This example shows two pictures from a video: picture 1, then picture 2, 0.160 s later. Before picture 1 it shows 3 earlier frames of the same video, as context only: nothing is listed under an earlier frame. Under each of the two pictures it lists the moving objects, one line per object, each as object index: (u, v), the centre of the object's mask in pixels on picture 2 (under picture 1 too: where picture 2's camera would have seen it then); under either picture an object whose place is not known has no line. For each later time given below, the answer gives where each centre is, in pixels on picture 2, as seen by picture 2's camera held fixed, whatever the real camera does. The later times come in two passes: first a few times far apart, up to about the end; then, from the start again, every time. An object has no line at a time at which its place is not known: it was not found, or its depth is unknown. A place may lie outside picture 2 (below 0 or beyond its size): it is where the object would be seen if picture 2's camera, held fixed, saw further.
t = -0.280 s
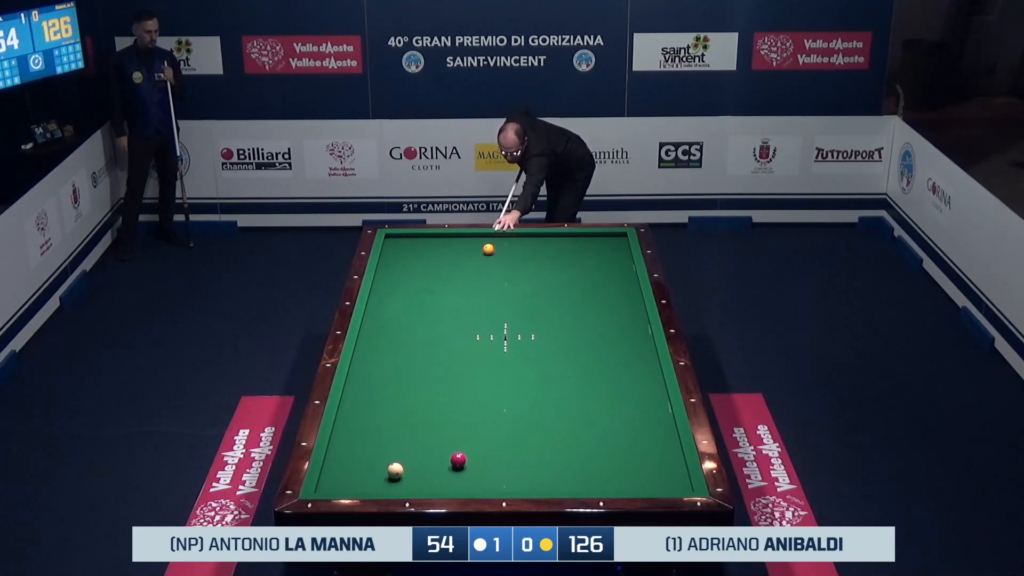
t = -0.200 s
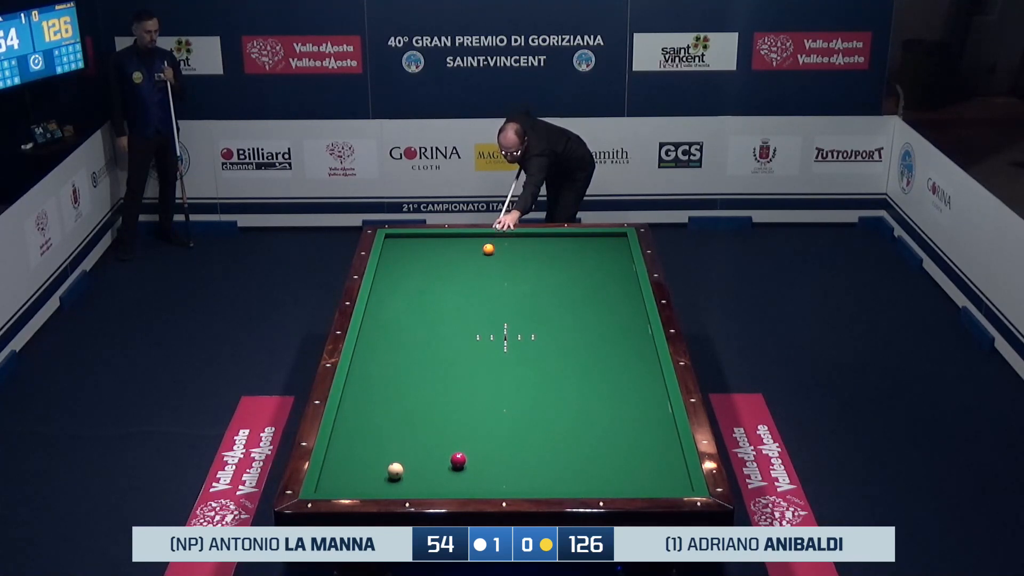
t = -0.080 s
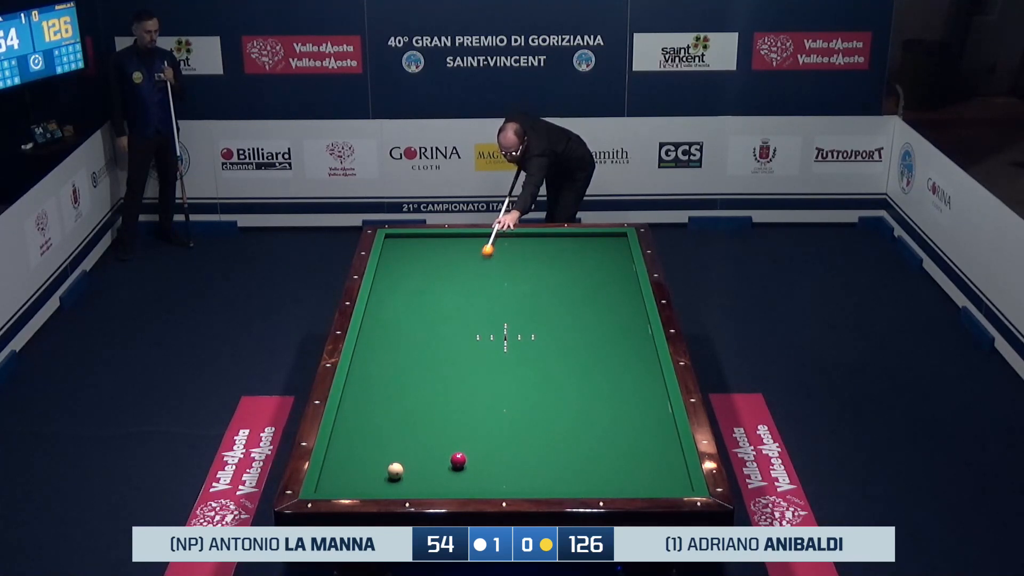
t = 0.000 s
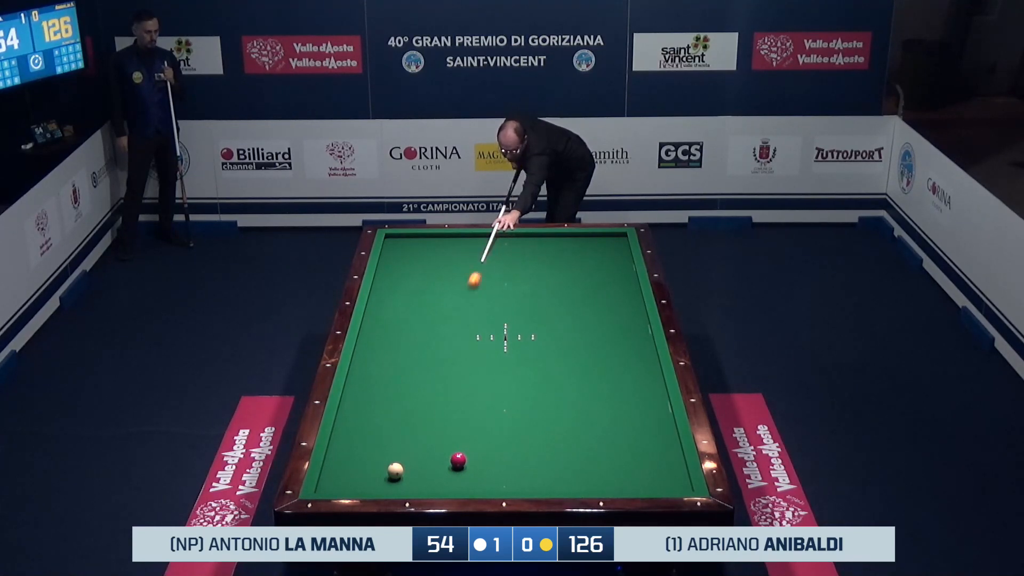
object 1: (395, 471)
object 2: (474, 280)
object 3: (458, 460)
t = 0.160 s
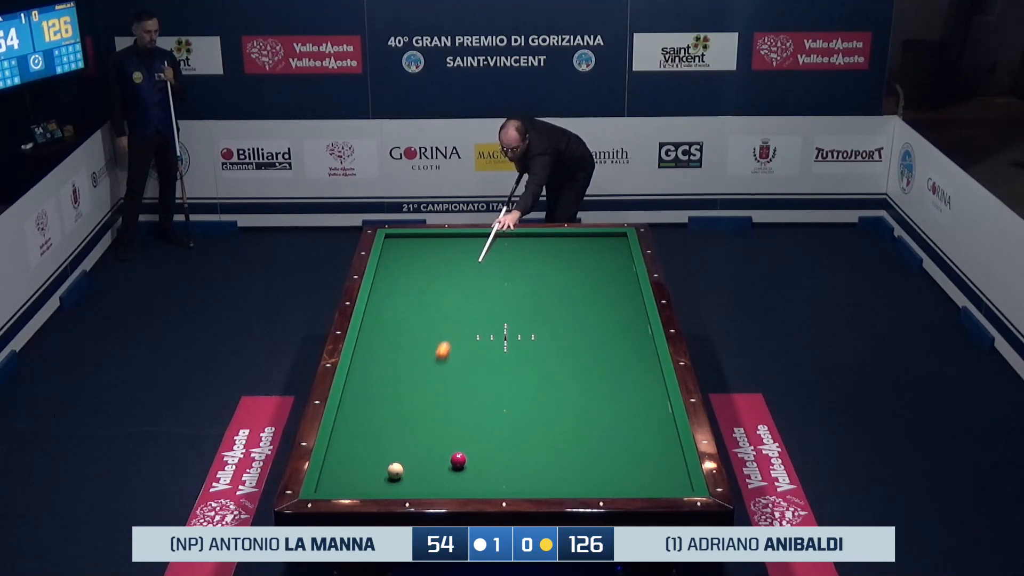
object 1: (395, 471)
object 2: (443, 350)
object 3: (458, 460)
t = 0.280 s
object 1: (395, 470)
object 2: (414, 415)
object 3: (458, 460)
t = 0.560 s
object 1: (429, 417)
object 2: (340, 476)
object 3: (458, 460)
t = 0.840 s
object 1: (460, 334)
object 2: (407, 482)
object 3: (458, 460)
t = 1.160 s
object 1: (484, 272)
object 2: (472, 487)
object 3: (458, 460)
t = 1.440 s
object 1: (497, 237)
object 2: (524, 485)
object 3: (458, 460)
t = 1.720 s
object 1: (496, 270)
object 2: (574, 483)
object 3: (458, 460)
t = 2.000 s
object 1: (496, 299)
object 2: (623, 480)
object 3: (458, 460)
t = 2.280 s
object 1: (495, 330)
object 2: (670, 476)
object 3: (458, 460)
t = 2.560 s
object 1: (495, 365)
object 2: (659, 474)
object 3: (458, 460)
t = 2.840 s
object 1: (495, 404)
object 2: (631, 472)
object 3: (458, 460)
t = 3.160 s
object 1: (495, 454)
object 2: (601, 470)
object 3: (458, 460)
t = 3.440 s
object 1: (495, 479)
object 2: (576, 469)
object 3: (458, 460)
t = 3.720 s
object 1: (495, 449)
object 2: (552, 468)
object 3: (458, 460)
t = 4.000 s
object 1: (494, 423)
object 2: (528, 467)
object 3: (458, 460)
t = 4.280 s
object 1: (494, 400)
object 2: (506, 465)
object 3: (458, 460)
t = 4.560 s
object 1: (494, 379)
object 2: (484, 464)
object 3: (458, 460)
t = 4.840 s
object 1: (493, 359)
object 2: (471, 464)
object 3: (451, 459)
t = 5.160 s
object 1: (492, 339)
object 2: (467, 464)
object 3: (438, 458)
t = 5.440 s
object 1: (491, 322)
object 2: (464, 464)
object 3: (428, 457)
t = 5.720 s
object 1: (491, 307)
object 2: (462, 464)
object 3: (418, 456)
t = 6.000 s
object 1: (490, 293)
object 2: (460, 464)
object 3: (409, 456)
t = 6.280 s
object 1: (489, 280)
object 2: (459, 464)
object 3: (401, 455)
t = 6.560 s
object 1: (489, 268)
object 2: (460, 464)
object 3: (393, 454)
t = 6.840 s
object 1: (488, 257)
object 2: (460, 464)
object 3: (387, 453)
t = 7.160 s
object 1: (488, 245)
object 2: (460, 464)
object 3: (380, 453)
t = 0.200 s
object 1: (395, 471)
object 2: (434, 371)
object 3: (458, 460)
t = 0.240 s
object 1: (395, 470)
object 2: (425, 392)
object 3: (458, 460)
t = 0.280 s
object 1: (395, 470)
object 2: (414, 415)
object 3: (458, 460)
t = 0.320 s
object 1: (395, 470)
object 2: (403, 439)
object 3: (458, 460)
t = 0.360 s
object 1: (396, 473)
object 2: (390, 460)
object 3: (458, 460)
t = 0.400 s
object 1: (403, 484)
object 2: (373, 466)
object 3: (458, 460)
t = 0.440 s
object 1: (410, 466)
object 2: (356, 469)
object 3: (458, 460)
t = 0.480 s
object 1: (417, 448)
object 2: (339, 474)
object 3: (458, 460)
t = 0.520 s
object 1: (423, 432)
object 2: (328, 476)
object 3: (458, 460)
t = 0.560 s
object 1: (429, 417)
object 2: (340, 476)
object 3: (458, 460)
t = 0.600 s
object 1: (434, 402)
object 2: (352, 477)
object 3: (458, 460)
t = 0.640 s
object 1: (440, 389)
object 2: (363, 478)
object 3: (458, 460)
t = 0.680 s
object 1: (444, 377)
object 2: (373, 478)
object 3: (458, 460)
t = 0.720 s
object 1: (449, 365)
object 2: (382, 479)
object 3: (458, 460)
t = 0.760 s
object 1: (453, 354)
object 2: (390, 480)
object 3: (458, 460)
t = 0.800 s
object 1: (457, 343)
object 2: (399, 481)
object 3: (458, 460)
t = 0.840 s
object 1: (460, 334)
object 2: (407, 482)
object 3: (458, 460)
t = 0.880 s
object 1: (464, 324)
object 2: (415, 483)
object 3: (458, 460)
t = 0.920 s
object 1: (467, 316)
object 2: (423, 483)
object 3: (458, 460)
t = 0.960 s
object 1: (470, 308)
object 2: (431, 484)
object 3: (458, 460)
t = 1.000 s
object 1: (473, 300)
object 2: (439, 485)
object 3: (458, 460)
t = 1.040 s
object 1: (476, 293)
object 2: (447, 485)
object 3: (458, 460)
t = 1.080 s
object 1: (479, 286)
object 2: (456, 486)
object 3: (458, 460)
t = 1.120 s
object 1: (481, 279)
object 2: (464, 487)
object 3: (458, 460)
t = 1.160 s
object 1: (484, 272)
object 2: (472, 487)
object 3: (458, 460)
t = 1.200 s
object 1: (486, 265)
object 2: (479, 487)
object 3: (458, 460)
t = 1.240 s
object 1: (488, 259)
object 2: (487, 486)
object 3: (458, 460)
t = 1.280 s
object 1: (491, 253)
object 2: (494, 486)
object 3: (458, 460)
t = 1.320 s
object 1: (493, 247)
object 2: (502, 485)
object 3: (458, 460)
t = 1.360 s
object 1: (495, 241)
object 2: (509, 485)
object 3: (458, 460)
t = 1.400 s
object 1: (497, 235)
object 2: (516, 485)
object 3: (458, 460)
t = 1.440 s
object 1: (497, 237)
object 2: (524, 485)
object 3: (458, 460)
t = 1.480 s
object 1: (497, 242)
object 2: (531, 484)
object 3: (458, 460)
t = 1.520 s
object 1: (497, 247)
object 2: (538, 484)
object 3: (458, 460)
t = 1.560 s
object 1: (497, 252)
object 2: (545, 484)
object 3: (458, 460)
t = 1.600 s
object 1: (496, 257)
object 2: (553, 483)
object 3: (458, 460)
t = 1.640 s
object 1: (496, 261)
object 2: (560, 483)
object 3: (458, 460)
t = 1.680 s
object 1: (496, 266)
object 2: (567, 483)
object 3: (458, 460)
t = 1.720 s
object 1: (496, 270)
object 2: (574, 483)
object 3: (458, 460)
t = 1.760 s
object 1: (496, 275)
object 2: (581, 482)
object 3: (458, 460)
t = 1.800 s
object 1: (496, 279)
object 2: (588, 482)
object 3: (458, 460)
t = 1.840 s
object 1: (496, 283)
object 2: (595, 481)
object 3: (458, 460)
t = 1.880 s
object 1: (496, 287)
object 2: (602, 481)
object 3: (458, 460)
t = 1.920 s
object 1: (496, 291)
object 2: (609, 480)
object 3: (458, 460)
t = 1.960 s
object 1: (496, 295)
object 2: (616, 480)
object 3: (458, 460)
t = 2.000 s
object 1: (496, 299)
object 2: (623, 480)
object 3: (458, 460)
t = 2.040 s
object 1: (495, 304)
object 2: (630, 479)
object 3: (458, 460)
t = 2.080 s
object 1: (495, 308)
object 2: (637, 478)
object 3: (458, 460)
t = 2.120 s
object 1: (495, 312)
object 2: (643, 478)
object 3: (458, 460)
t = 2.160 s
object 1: (495, 317)
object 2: (650, 478)
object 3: (458, 460)
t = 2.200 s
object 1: (495, 321)
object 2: (657, 477)
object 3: (458, 460)
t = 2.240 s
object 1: (495, 326)
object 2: (664, 477)
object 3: (458, 460)
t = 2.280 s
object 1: (495, 330)
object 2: (670, 476)
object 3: (458, 460)
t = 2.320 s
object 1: (495, 335)
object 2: (677, 475)
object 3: (458, 460)
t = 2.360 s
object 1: (495, 340)
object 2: (682, 475)
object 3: (458, 460)
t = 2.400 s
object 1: (495, 345)
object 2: (676, 475)
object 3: (458, 460)
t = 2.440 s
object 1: (495, 350)
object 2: (671, 475)
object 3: (458, 460)
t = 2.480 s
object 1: (495, 355)
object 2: (667, 474)
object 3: (458, 460)
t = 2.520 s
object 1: (495, 360)
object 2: (663, 474)
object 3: (458, 460)
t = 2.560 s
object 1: (495, 365)
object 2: (659, 474)
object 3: (458, 460)
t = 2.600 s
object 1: (495, 370)
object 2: (655, 474)
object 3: (458, 460)
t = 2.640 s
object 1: (495, 376)
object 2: (651, 473)
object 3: (458, 460)
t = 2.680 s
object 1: (495, 381)
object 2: (647, 473)
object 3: (458, 460)
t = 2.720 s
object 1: (495, 387)
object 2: (643, 473)
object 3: (458, 460)
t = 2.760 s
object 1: (495, 392)
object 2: (639, 472)
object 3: (458, 460)
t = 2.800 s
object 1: (495, 398)
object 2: (635, 472)
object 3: (458, 460)
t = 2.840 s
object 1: (495, 404)
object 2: (631, 472)
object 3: (458, 460)
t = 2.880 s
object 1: (495, 410)
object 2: (628, 472)
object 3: (458, 460)
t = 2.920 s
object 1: (495, 416)
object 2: (624, 471)
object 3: (458, 460)
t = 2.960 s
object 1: (495, 422)
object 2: (620, 471)
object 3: (458, 460)
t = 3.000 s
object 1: (495, 428)
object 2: (616, 471)
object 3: (458, 460)
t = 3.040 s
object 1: (495, 434)
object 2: (612, 471)
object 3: (458, 460)
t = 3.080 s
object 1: (495, 441)
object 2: (609, 470)
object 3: (458, 460)
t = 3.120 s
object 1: (495, 447)
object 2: (605, 470)
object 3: (458, 460)
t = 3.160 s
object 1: (495, 454)
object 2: (601, 470)
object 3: (458, 460)
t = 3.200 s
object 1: (495, 461)
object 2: (597, 470)
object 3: (458, 460)
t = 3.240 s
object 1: (495, 468)
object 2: (594, 470)
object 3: (458, 460)
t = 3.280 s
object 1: (495, 475)
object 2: (590, 470)
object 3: (458, 460)
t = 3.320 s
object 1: (495, 482)
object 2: (587, 469)
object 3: (458, 460)
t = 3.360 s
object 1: (495, 487)
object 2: (583, 469)
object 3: (458, 460)
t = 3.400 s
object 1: (495, 484)
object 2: (579, 469)
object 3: (458, 460)
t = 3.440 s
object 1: (495, 479)
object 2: (576, 469)
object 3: (458, 460)
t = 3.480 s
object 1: (495, 473)
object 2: (572, 469)
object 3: (458, 460)
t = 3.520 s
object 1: (495, 469)
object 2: (569, 469)
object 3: (458, 460)
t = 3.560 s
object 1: (495, 464)
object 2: (565, 468)
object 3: (458, 460)
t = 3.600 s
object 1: (495, 460)
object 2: (562, 469)
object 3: (458, 460)
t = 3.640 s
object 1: (495, 456)
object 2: (558, 468)
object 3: (458, 460)
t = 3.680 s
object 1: (495, 452)
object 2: (555, 468)
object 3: (458, 460)
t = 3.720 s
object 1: (495, 449)
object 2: (552, 468)
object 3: (458, 460)
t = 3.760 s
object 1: (495, 445)
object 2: (548, 468)
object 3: (458, 460)
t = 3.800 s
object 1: (494, 441)
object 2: (545, 468)
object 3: (458, 460)
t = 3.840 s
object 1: (495, 437)
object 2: (541, 467)
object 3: (458, 460)
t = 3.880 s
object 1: (495, 434)
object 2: (538, 467)
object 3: (458, 460)
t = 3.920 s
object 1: (494, 430)
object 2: (535, 467)
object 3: (458, 460)
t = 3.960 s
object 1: (494, 426)
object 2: (532, 467)
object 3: (458, 460)
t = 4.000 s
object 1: (494, 423)
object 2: (528, 467)
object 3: (458, 460)
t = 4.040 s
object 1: (494, 419)
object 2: (525, 467)
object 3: (458, 460)
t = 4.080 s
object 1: (494, 416)
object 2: (522, 466)
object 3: (458, 460)
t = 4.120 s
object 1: (494, 413)
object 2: (518, 466)
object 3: (458, 460)
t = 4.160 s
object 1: (494, 409)
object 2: (515, 466)
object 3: (458, 460)
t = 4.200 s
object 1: (494, 406)
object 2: (512, 466)
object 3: (458, 460)
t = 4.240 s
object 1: (494, 403)
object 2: (509, 466)
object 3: (458, 460)
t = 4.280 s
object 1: (494, 400)
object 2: (506, 465)
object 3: (458, 460)
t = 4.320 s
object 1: (494, 397)
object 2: (503, 465)
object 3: (458, 460)
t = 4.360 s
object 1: (494, 393)
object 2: (499, 465)
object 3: (458, 460)
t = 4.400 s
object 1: (494, 390)
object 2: (496, 465)
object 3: (458, 460)
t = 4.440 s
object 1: (494, 387)
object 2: (493, 465)
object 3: (458, 460)
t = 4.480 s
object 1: (494, 384)
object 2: (490, 465)
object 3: (458, 460)
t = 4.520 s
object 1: (494, 381)
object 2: (487, 464)
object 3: (458, 460)
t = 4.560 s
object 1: (494, 379)
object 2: (484, 464)
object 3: (458, 460)
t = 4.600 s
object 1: (494, 376)
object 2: (481, 464)
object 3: (458, 460)
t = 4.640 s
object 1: (493, 373)
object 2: (478, 464)
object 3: (458, 460)
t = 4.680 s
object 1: (493, 370)
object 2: (475, 463)
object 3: (458, 460)
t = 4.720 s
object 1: (493, 367)
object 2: (473, 463)
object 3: (457, 460)
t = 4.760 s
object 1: (493, 364)
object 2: (473, 463)
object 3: (455, 460)
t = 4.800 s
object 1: (493, 362)
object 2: (472, 463)
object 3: (453, 459)
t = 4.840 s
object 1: (493, 359)
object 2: (471, 464)
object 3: (451, 459)
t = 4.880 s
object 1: (493, 356)
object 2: (471, 464)
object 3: (450, 459)
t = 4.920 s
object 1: (493, 354)
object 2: (470, 464)
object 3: (448, 459)
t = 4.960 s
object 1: (493, 351)
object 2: (470, 464)
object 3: (447, 459)
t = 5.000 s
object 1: (493, 349)
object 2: (469, 464)
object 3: (445, 458)
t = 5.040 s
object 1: (493, 346)
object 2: (469, 464)
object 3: (443, 458)
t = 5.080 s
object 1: (492, 344)
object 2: (468, 464)
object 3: (442, 458)
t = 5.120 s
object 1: (492, 341)
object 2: (468, 464)
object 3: (440, 458)
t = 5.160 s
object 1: (492, 339)
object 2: (467, 464)
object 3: (438, 458)
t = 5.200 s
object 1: (492, 336)
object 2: (467, 464)
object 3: (437, 458)
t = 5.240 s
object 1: (492, 334)
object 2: (466, 464)
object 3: (435, 458)
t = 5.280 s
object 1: (492, 331)
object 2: (466, 464)
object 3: (434, 458)
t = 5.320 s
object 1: (492, 329)
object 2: (465, 464)
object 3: (432, 458)
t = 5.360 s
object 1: (492, 327)
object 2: (465, 464)
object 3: (431, 457)
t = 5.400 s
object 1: (492, 325)
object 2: (464, 464)
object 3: (429, 457)
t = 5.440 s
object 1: (491, 322)
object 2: (464, 464)
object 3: (428, 457)
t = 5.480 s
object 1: (491, 320)
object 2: (464, 464)
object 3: (426, 457)
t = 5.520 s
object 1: (491, 318)
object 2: (463, 464)
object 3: (425, 457)
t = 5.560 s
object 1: (491, 316)
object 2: (463, 464)
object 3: (424, 457)
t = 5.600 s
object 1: (491, 314)
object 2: (463, 464)
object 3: (422, 456)
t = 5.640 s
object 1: (491, 311)
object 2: (462, 464)
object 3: (421, 456)
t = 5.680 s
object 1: (491, 309)
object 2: (462, 464)
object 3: (419, 456)
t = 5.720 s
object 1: (491, 307)
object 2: (462, 464)
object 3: (418, 456)
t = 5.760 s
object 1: (491, 305)
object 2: (462, 464)
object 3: (417, 456)
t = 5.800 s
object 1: (491, 303)
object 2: (461, 464)
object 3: (415, 456)
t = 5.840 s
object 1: (490, 301)
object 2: (461, 464)
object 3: (414, 456)
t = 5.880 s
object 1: (490, 299)
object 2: (461, 464)
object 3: (413, 456)
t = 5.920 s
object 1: (490, 297)
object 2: (461, 464)
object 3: (411, 456)
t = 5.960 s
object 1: (490, 295)
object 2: (460, 464)
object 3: (410, 456)
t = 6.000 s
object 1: (490, 293)
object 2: (460, 464)
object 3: (409, 456)
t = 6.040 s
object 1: (490, 291)
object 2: (460, 464)
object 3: (408, 455)
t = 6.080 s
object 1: (490, 290)
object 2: (460, 464)
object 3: (407, 455)
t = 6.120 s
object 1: (490, 288)
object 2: (460, 464)
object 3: (405, 455)
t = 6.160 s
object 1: (490, 286)
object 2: (460, 464)
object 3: (404, 455)
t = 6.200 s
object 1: (490, 284)
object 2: (460, 464)
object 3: (403, 455)
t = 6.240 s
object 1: (490, 282)
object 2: (460, 464)
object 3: (402, 455)
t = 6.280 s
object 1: (489, 280)
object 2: (459, 464)
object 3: (401, 455)
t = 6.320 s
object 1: (489, 279)
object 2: (460, 464)
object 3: (400, 455)
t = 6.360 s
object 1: (489, 277)
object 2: (460, 464)
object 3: (399, 455)
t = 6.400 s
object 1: (489, 275)
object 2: (459, 464)
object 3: (398, 454)
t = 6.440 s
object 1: (489, 273)
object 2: (460, 464)
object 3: (396, 454)
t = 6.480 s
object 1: (489, 272)
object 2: (460, 464)
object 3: (395, 454)
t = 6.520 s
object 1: (489, 270)
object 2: (459, 464)
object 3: (394, 454)
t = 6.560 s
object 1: (489, 268)
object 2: (460, 464)
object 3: (393, 454)
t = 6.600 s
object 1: (489, 267)
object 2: (460, 464)
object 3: (392, 454)
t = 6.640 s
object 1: (488, 265)
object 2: (460, 464)
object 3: (391, 454)
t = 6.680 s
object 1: (488, 263)
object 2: (460, 464)
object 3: (390, 453)
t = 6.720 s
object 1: (488, 262)
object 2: (460, 464)
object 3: (389, 453)
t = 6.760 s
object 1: (488, 260)
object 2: (460, 464)
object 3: (388, 453)
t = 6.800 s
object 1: (488, 259)
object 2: (460, 464)
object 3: (387, 453)
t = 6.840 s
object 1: (488, 257)
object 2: (460, 464)
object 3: (387, 453)
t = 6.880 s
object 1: (488, 256)
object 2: (460, 464)
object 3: (386, 453)
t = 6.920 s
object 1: (488, 254)
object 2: (460, 464)
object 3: (385, 453)
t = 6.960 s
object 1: (488, 252)
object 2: (460, 464)
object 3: (384, 453)
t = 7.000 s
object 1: (488, 251)
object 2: (460, 464)
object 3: (383, 453)
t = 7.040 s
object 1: (488, 249)
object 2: (460, 464)
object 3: (382, 453)
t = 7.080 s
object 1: (488, 248)
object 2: (460, 464)
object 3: (382, 453)
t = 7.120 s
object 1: (488, 247)
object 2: (460, 464)
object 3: (381, 453)
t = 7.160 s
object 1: (488, 245)
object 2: (460, 464)
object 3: (380, 453)
